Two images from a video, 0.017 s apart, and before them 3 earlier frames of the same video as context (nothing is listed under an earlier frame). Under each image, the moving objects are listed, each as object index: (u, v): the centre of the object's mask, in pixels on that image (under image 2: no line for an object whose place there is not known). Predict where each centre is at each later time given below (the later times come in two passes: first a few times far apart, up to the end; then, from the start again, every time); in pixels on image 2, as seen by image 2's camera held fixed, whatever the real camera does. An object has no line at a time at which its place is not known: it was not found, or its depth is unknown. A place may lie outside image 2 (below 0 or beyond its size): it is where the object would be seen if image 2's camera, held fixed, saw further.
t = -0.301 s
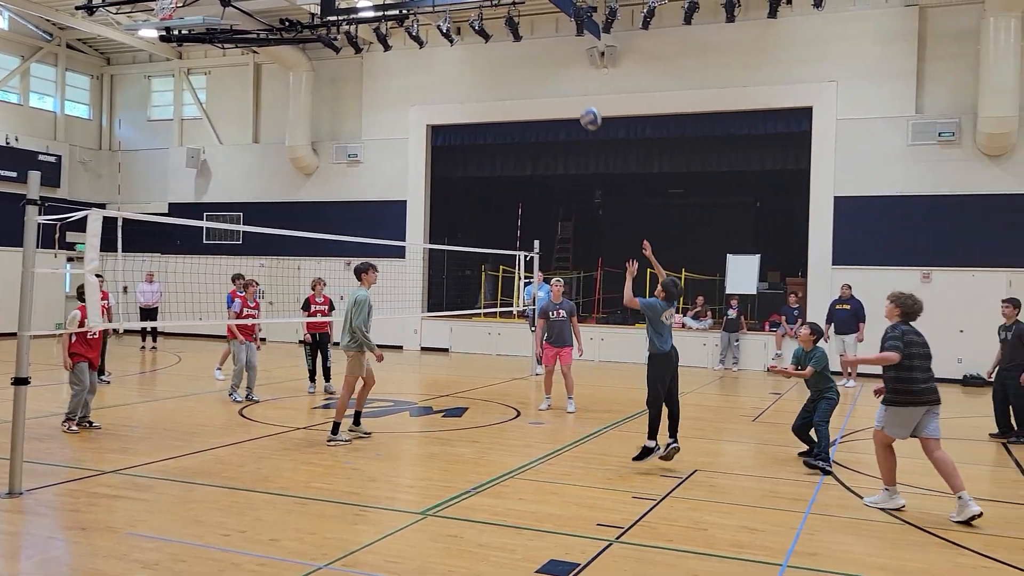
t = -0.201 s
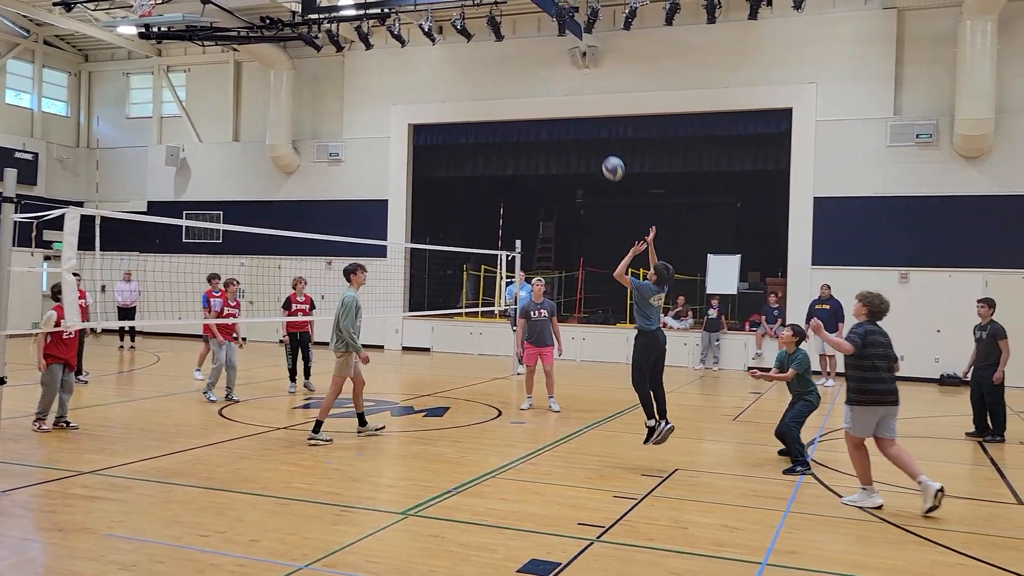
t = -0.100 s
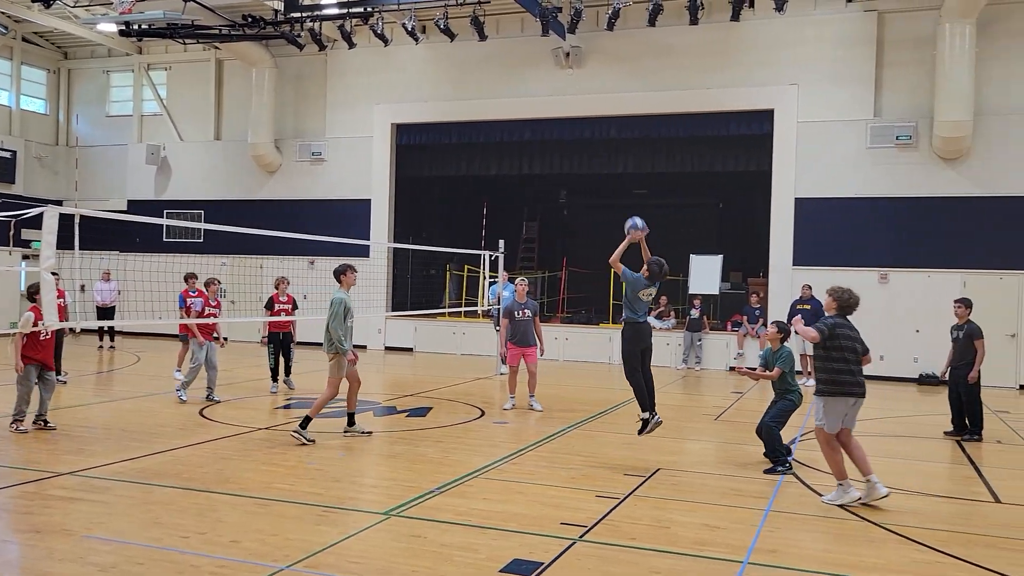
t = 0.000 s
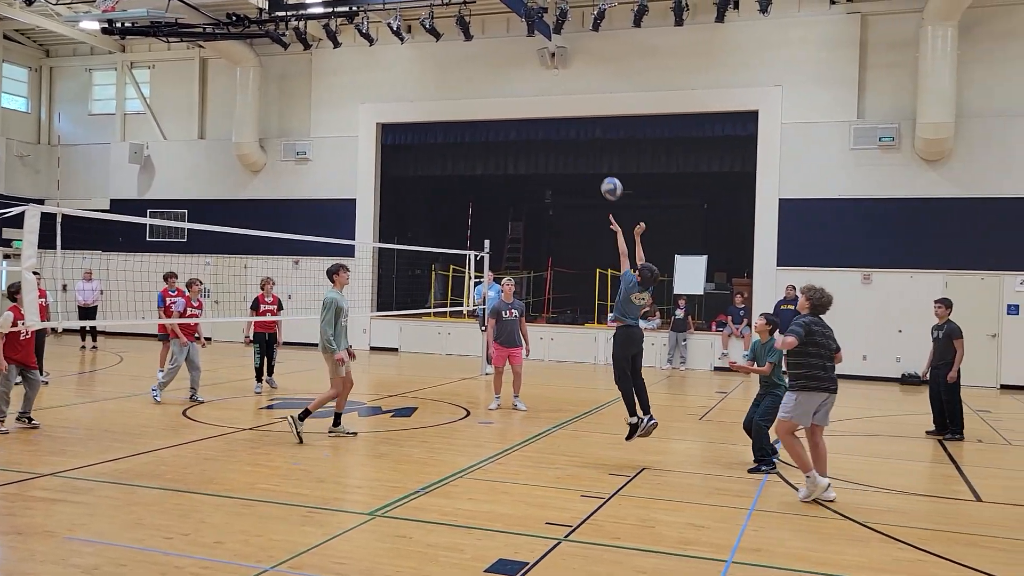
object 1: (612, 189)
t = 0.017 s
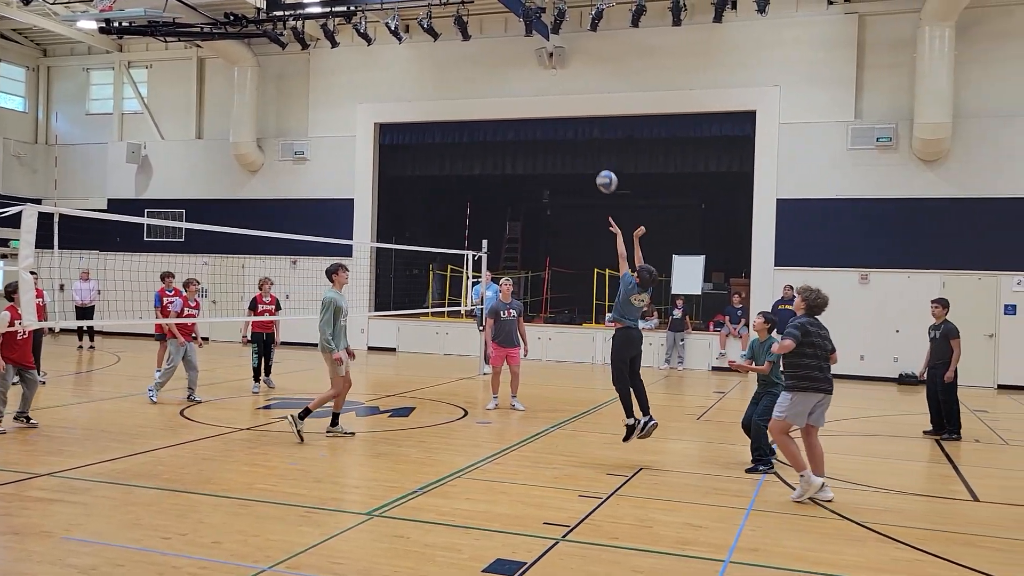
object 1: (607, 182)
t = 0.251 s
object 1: (571, 119)
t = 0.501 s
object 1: (536, 112)
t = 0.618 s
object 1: (520, 127)
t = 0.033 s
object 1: (604, 175)
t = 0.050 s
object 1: (601, 169)
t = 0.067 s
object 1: (598, 163)
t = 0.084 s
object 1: (596, 158)
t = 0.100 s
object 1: (593, 152)
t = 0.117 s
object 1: (590, 147)
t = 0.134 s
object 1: (588, 143)
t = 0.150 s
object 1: (585, 138)
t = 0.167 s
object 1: (583, 134)
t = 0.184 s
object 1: (580, 131)
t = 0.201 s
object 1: (578, 127)
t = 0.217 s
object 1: (575, 124)
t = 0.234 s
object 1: (573, 122)
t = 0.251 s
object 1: (571, 119)
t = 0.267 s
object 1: (568, 117)
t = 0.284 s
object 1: (566, 115)
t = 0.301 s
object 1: (563, 113)
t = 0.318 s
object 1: (561, 112)
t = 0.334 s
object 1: (558, 110)
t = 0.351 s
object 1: (556, 109)
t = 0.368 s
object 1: (554, 109)
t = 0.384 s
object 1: (552, 108)
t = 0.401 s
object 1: (549, 108)
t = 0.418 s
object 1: (547, 108)
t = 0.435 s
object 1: (545, 109)
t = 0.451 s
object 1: (542, 109)
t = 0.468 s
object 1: (540, 110)
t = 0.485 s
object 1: (538, 111)
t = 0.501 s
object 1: (536, 112)
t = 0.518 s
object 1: (533, 114)
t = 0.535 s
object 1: (531, 116)
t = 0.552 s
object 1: (529, 118)
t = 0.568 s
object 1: (527, 120)
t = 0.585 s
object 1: (525, 122)
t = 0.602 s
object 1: (522, 125)
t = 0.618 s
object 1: (520, 127)
